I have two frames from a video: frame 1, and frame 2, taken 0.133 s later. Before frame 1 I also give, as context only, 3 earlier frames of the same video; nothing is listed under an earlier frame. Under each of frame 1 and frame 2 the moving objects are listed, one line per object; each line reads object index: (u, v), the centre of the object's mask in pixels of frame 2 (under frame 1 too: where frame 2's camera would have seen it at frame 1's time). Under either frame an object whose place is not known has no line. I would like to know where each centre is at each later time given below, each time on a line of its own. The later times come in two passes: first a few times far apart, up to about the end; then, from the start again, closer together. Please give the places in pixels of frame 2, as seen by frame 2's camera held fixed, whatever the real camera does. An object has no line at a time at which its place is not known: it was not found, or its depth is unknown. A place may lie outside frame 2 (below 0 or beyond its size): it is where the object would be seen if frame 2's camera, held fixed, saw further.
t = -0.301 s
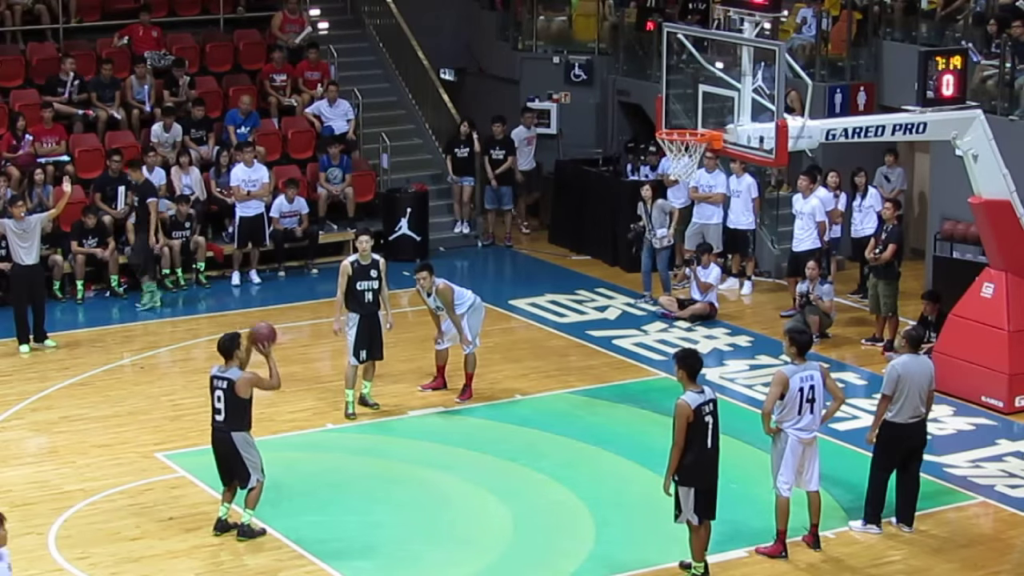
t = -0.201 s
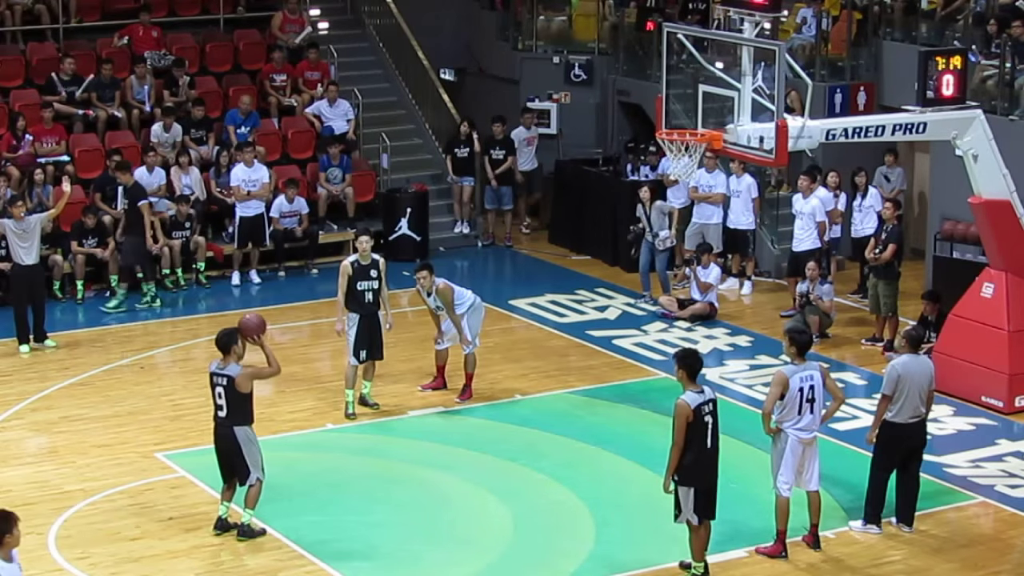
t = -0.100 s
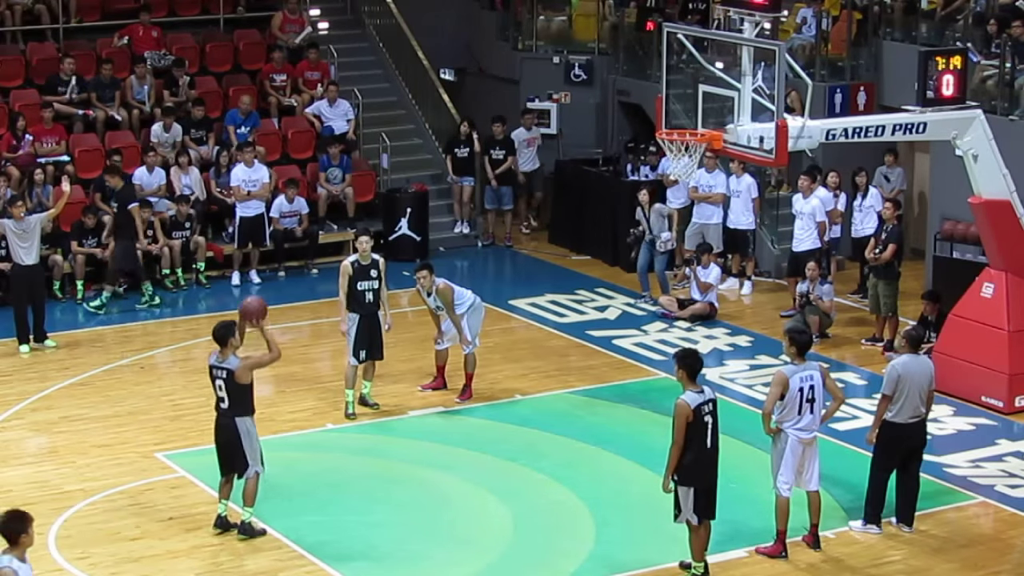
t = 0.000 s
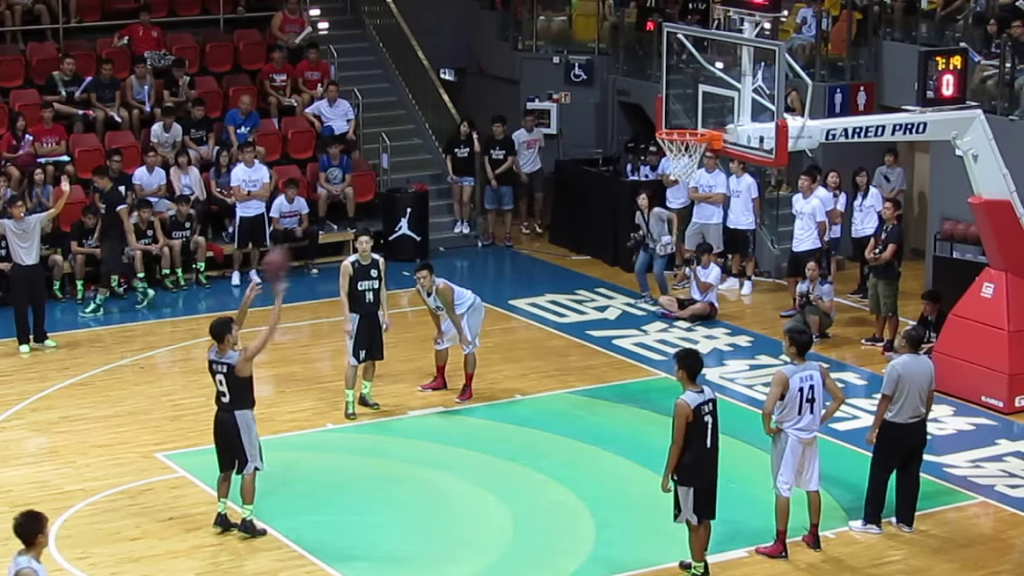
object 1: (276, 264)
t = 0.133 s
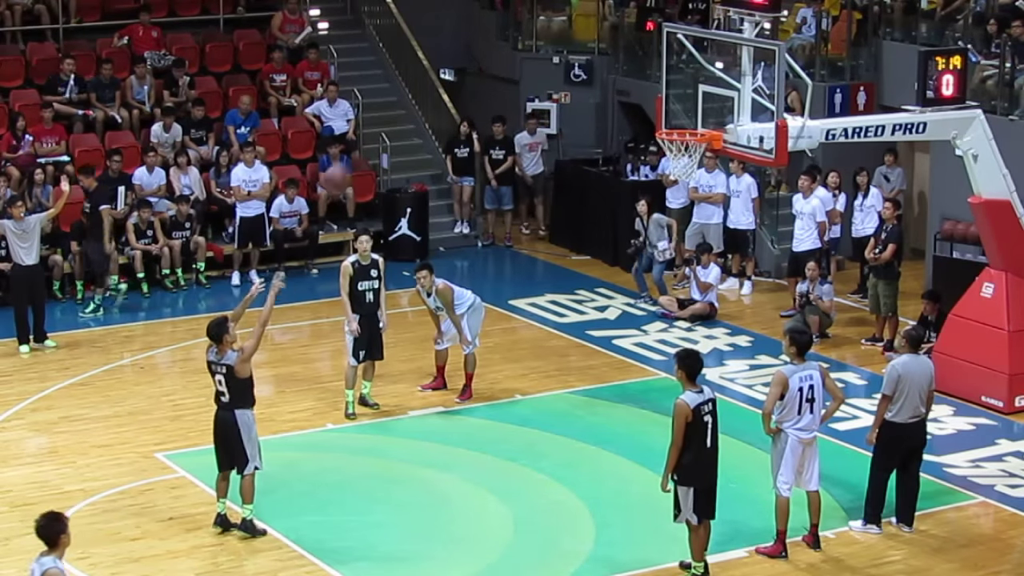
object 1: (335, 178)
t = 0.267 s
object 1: (396, 114)
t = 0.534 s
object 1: (509, 51)
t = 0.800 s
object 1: (616, 66)
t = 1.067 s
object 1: (679, 131)
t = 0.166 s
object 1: (350, 159)
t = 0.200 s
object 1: (367, 142)
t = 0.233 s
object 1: (382, 128)
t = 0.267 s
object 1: (396, 114)
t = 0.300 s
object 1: (411, 103)
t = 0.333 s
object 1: (424, 91)
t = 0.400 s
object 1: (454, 74)
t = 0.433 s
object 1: (468, 67)
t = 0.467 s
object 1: (482, 61)
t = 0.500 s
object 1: (495, 57)
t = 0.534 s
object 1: (509, 51)
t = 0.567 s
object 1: (523, 50)
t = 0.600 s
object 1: (537, 48)
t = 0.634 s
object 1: (550, 47)
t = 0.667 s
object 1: (563, 49)
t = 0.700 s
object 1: (577, 53)
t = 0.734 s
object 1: (589, 54)
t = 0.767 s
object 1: (602, 60)
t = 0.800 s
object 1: (616, 66)
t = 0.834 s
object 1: (629, 73)
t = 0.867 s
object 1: (641, 81)
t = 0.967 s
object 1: (678, 115)
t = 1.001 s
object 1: (690, 126)
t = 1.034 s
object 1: (685, 129)
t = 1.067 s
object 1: (679, 131)
